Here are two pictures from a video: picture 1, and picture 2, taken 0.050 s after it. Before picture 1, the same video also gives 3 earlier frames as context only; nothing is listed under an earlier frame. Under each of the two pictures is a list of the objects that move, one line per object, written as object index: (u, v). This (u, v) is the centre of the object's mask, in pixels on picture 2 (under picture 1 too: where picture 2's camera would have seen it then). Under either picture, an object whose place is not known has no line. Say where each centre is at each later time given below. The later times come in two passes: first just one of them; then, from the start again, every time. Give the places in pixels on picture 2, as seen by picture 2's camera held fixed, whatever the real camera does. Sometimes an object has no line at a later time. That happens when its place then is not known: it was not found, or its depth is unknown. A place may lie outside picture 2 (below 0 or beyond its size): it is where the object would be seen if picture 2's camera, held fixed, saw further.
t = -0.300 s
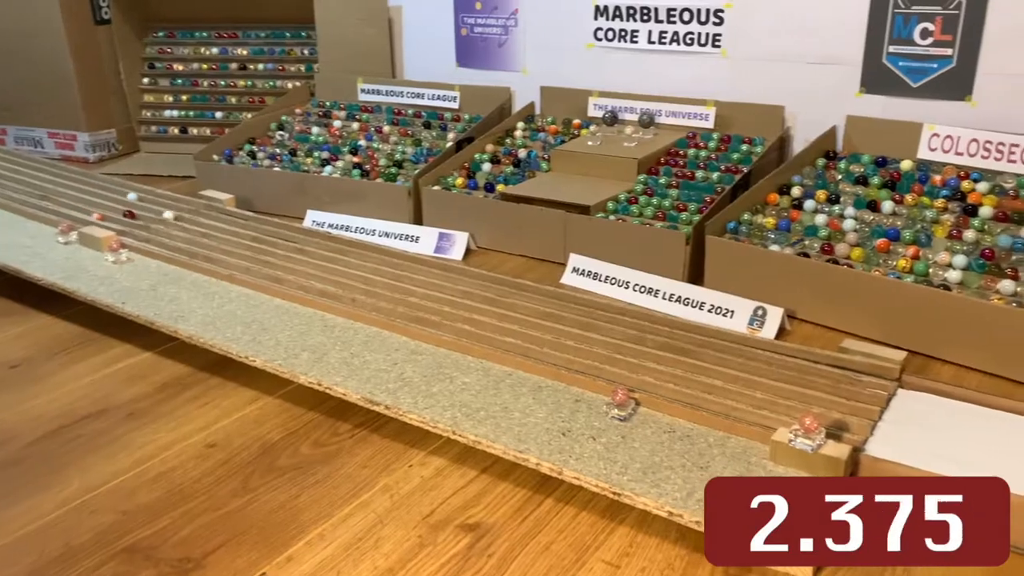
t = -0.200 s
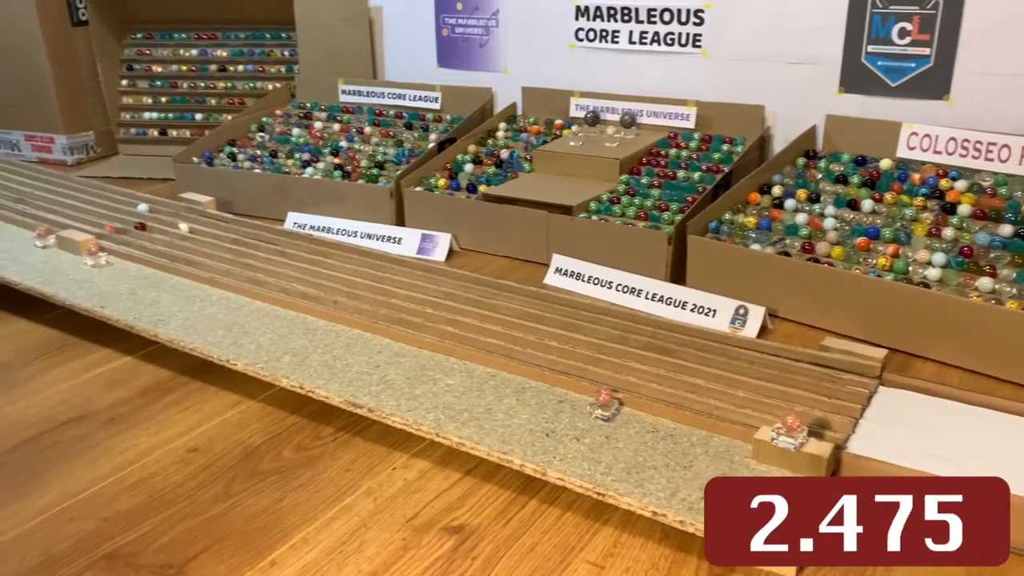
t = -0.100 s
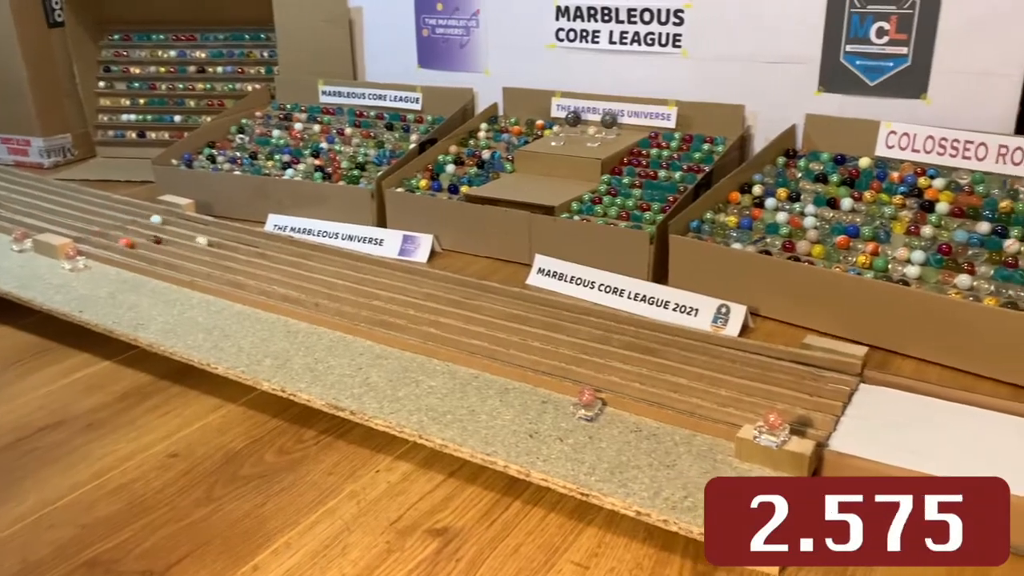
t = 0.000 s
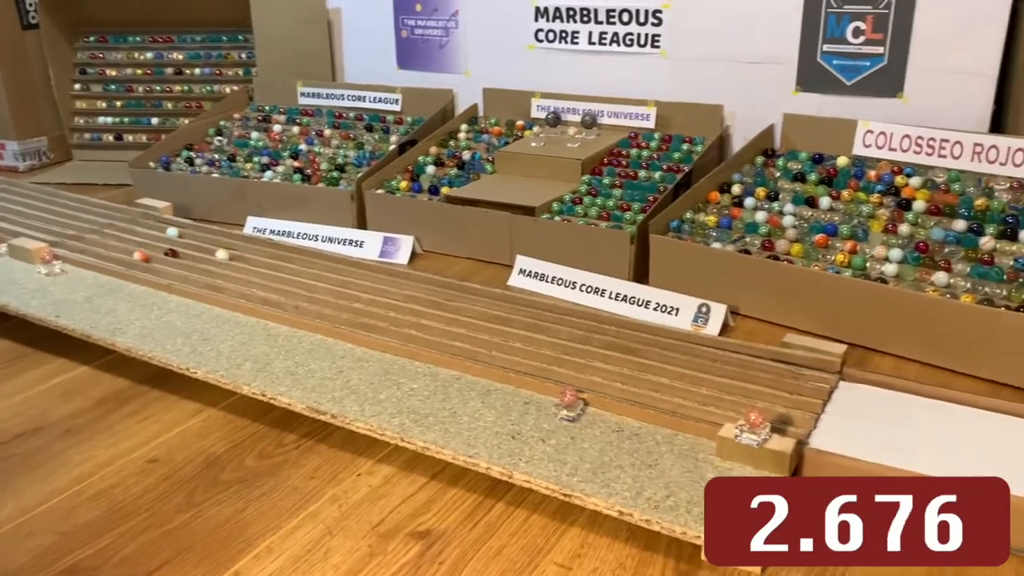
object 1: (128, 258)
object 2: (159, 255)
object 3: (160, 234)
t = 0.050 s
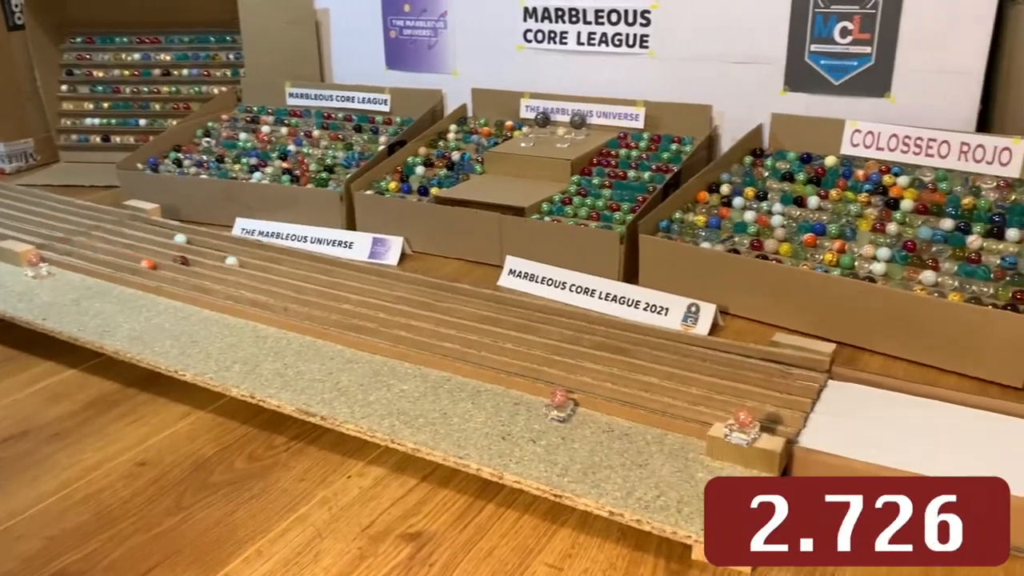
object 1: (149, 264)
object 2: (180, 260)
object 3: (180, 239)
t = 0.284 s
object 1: (256, 291)
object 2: (290, 286)
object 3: (285, 263)
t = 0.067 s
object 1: (155, 265)
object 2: (187, 261)
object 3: (187, 240)
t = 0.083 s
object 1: (162, 268)
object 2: (195, 263)
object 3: (194, 242)
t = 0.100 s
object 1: (170, 269)
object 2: (202, 265)
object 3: (201, 244)
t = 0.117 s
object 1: (177, 271)
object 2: (210, 267)
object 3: (208, 245)
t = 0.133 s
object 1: (184, 273)
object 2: (218, 269)
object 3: (215, 247)
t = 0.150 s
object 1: (192, 274)
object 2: (226, 271)
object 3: (222, 248)
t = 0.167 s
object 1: (199, 276)
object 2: (234, 272)
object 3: (229, 250)
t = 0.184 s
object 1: (207, 279)
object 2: (242, 275)
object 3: (236, 252)
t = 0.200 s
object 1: (216, 281)
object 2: (250, 277)
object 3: (244, 254)
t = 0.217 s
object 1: (223, 282)
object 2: (257, 278)
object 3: (252, 255)
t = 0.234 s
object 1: (233, 285)
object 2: (266, 280)
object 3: (260, 258)
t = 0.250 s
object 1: (240, 287)
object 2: (274, 282)
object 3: (268, 259)
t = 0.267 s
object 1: (248, 289)
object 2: (282, 284)
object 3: (276, 261)
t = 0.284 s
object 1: (256, 291)
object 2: (290, 286)
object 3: (285, 263)
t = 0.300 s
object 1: (264, 293)
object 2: (299, 289)
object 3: (293, 265)
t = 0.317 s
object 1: (272, 295)
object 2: (308, 290)
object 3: (301, 266)
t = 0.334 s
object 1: (281, 297)
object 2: (317, 293)
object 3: (310, 268)
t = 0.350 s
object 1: (291, 299)
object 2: (325, 295)
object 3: (318, 270)
